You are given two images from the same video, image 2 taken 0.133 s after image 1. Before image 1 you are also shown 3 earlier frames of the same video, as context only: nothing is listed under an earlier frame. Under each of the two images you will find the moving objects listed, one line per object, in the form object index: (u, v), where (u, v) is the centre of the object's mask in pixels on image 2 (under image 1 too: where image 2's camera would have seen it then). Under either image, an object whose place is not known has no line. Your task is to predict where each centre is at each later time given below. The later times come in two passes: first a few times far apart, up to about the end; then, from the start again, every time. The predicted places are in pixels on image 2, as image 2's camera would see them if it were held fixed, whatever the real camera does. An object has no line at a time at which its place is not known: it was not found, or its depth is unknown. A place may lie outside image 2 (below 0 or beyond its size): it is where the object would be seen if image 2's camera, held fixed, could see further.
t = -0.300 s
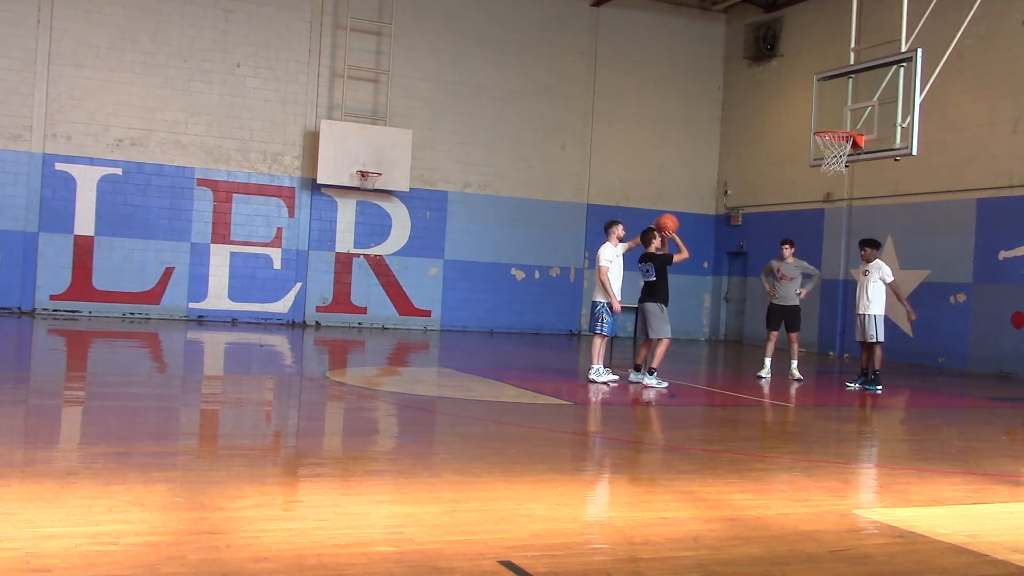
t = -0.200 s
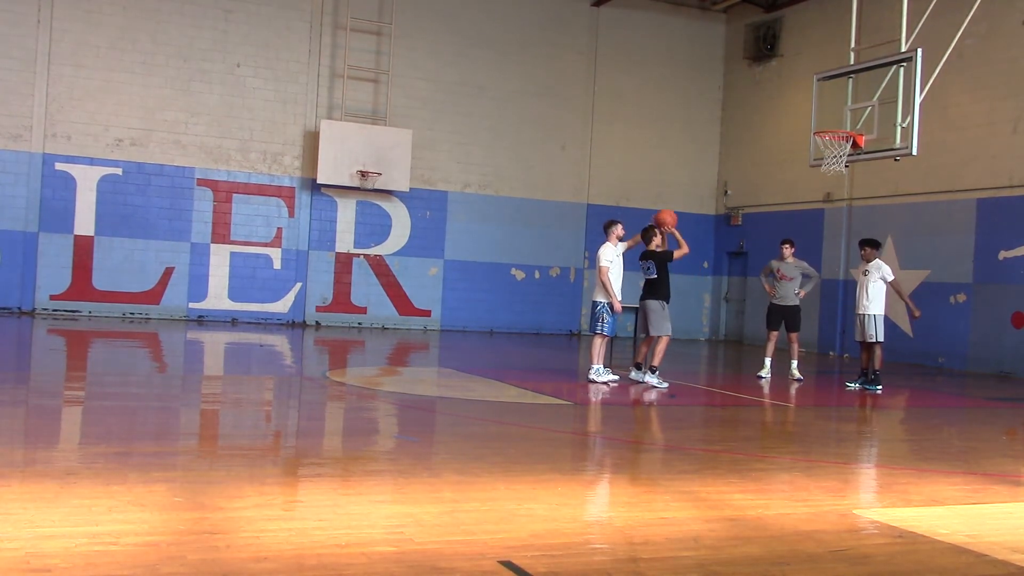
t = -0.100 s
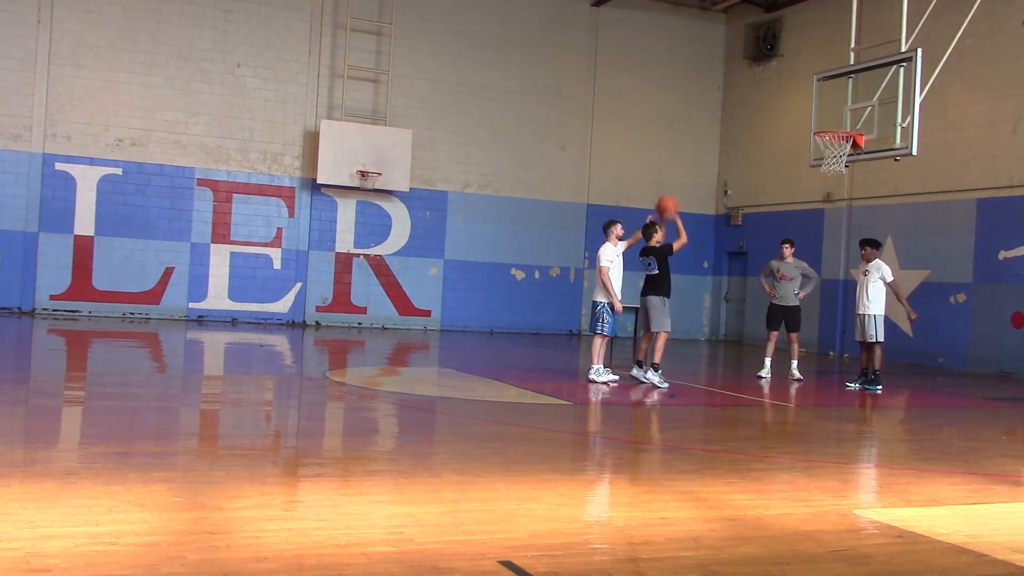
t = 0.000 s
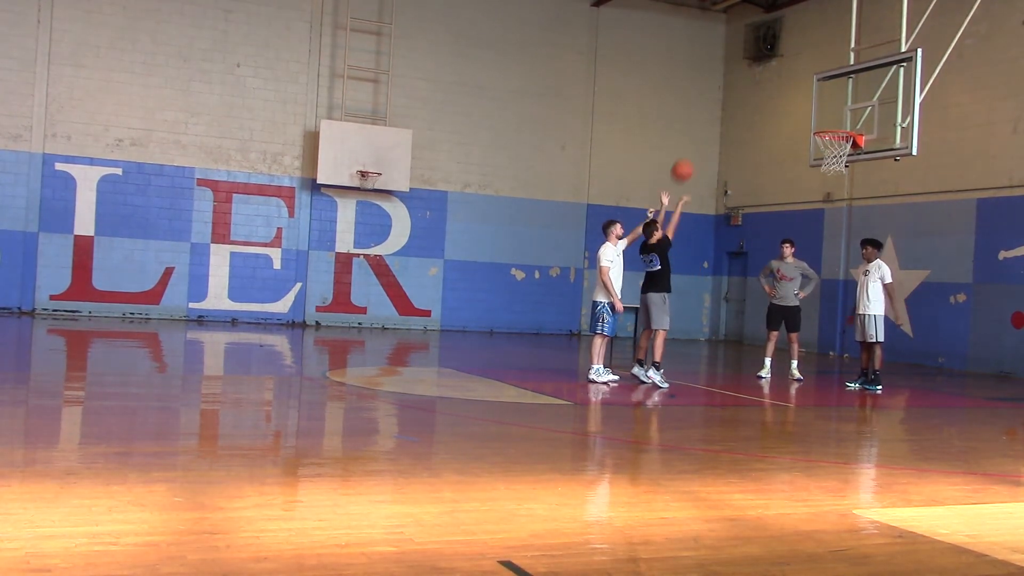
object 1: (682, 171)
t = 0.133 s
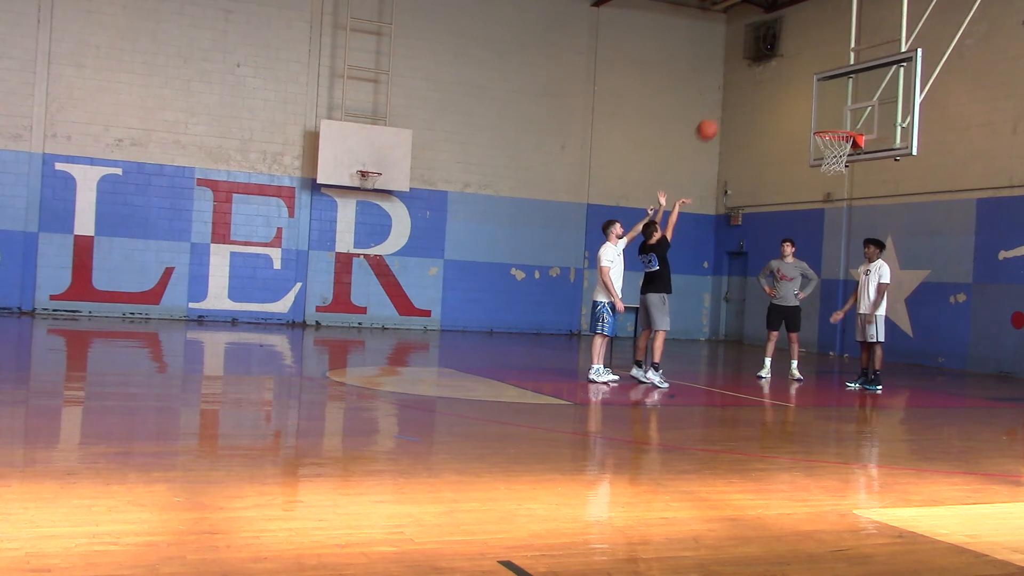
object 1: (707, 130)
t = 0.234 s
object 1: (724, 109)
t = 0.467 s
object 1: (762, 96)
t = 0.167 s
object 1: (712, 122)
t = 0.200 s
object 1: (719, 115)
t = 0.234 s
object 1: (724, 109)
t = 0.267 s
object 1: (730, 105)
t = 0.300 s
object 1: (735, 101)
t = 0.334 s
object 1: (741, 98)
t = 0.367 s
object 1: (746, 96)
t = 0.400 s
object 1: (752, 95)
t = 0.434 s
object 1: (757, 95)
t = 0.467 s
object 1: (762, 96)
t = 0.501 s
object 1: (766, 97)
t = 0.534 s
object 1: (771, 100)
